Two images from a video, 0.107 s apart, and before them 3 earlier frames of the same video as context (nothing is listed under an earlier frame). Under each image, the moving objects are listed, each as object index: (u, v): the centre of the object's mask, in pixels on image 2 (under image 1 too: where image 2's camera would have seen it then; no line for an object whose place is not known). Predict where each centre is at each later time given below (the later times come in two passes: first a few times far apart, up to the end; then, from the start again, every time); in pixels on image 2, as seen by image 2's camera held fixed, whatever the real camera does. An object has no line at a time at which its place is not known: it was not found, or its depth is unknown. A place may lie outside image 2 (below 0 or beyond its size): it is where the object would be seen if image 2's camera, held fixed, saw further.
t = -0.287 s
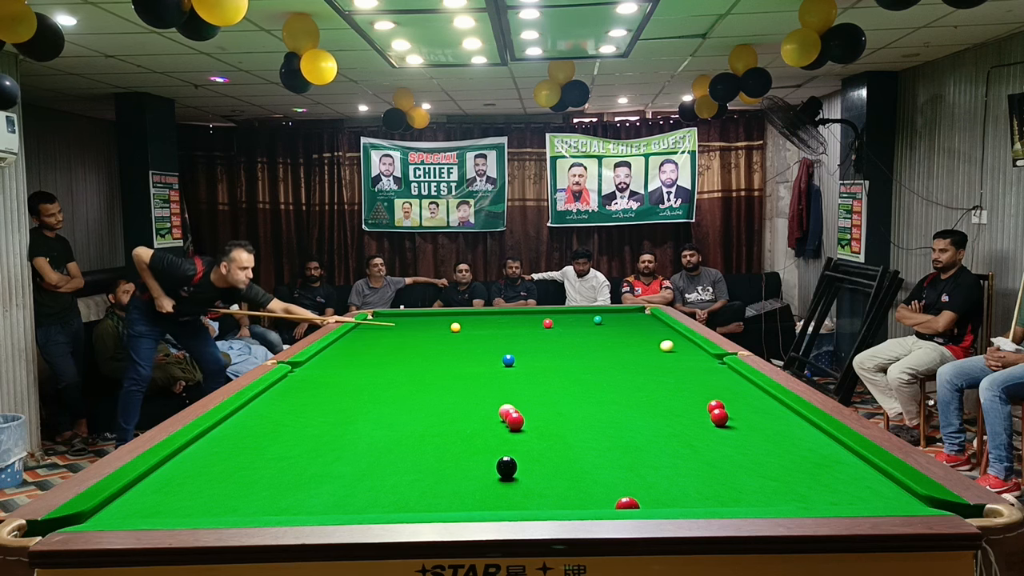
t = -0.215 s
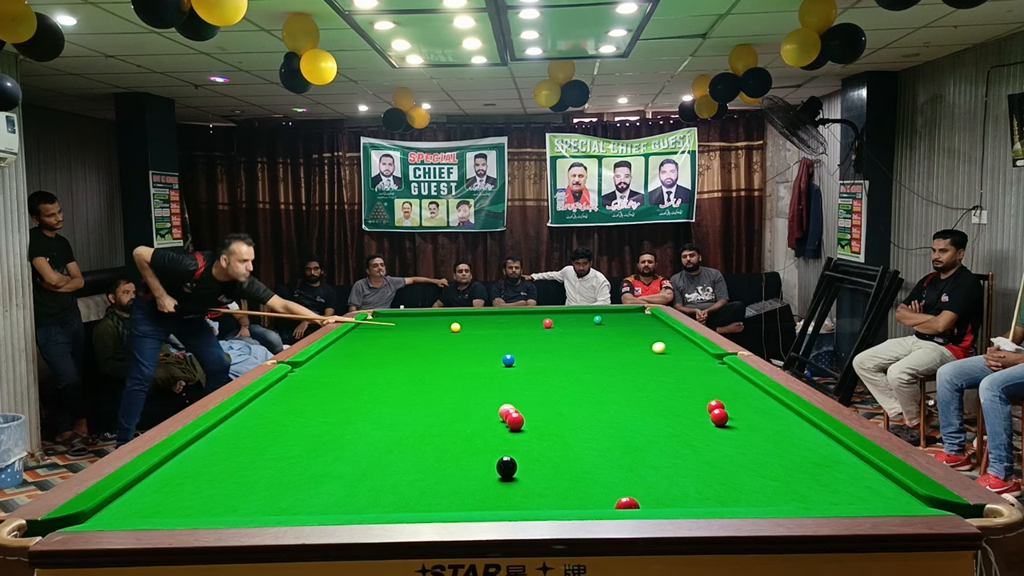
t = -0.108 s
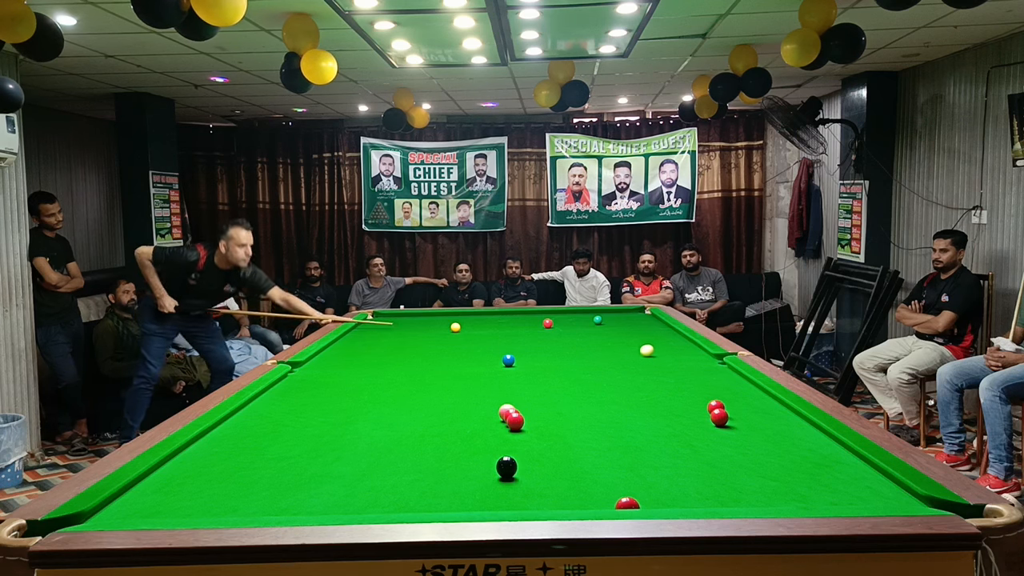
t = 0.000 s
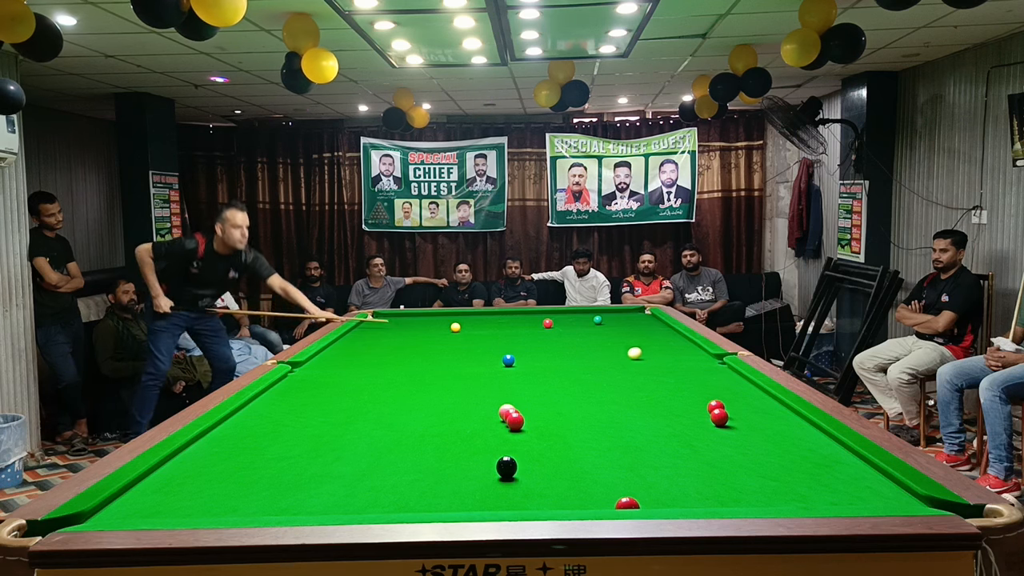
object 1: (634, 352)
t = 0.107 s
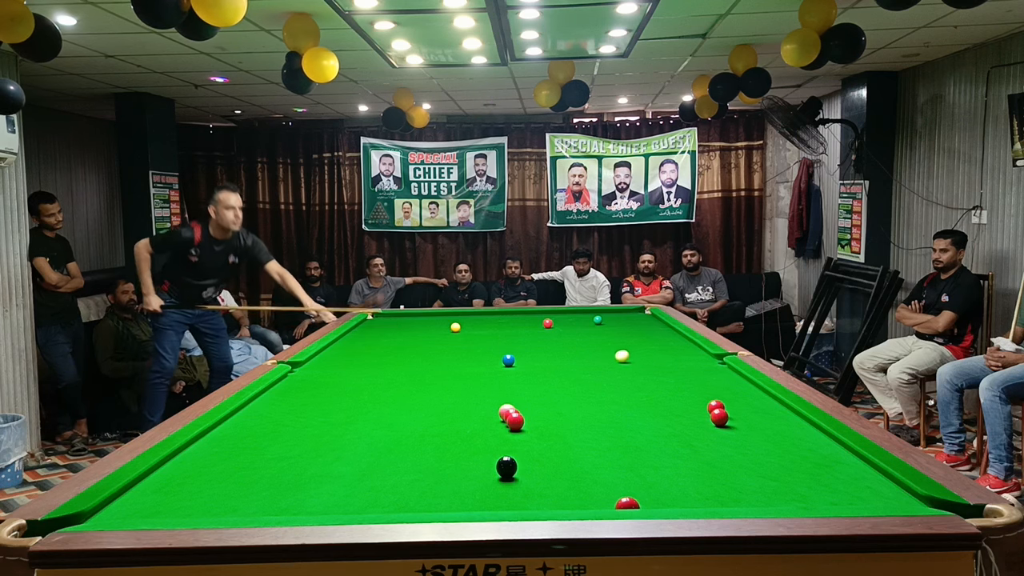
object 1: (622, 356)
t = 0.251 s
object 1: (605, 359)
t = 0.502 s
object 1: (573, 367)
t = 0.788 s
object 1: (534, 376)
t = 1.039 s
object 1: (497, 384)
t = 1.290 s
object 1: (458, 394)
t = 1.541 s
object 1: (417, 404)
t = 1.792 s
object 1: (372, 415)
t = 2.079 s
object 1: (317, 428)
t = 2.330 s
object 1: (264, 441)
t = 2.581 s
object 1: (209, 455)
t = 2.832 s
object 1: (162, 469)
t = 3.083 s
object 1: (171, 479)
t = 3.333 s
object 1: (181, 490)
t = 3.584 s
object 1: (190, 500)
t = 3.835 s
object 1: (199, 509)
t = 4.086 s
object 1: (213, 512)
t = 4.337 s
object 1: (232, 508)
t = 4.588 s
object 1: (247, 505)
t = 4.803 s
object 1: (259, 502)
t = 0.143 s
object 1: (617, 357)
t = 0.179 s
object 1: (613, 357)
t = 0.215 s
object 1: (609, 358)
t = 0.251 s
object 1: (605, 359)
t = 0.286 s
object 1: (600, 361)
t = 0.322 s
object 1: (596, 362)
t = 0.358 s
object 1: (591, 363)
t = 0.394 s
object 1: (586, 364)
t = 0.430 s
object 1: (582, 365)
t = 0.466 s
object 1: (577, 366)
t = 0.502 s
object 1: (573, 367)
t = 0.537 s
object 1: (568, 368)
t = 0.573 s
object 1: (563, 369)
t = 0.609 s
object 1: (559, 370)
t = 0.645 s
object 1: (553, 372)
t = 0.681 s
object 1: (549, 373)
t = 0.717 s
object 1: (544, 373)
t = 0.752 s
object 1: (539, 375)
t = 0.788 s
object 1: (534, 376)
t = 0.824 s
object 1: (529, 377)
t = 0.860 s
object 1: (524, 378)
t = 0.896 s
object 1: (519, 380)
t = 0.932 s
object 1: (513, 381)
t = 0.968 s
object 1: (508, 382)
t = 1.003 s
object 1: (503, 383)
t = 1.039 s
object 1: (497, 384)
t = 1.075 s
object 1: (492, 386)
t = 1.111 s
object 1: (487, 387)
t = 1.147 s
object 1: (481, 388)
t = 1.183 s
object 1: (476, 390)
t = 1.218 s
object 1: (470, 391)
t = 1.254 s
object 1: (464, 392)
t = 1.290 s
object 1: (458, 394)
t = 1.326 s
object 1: (453, 395)
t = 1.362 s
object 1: (447, 396)
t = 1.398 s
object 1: (441, 398)
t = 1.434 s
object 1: (435, 399)
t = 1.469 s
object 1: (429, 400)
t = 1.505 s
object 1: (423, 402)
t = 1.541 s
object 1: (417, 404)
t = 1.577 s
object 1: (411, 405)
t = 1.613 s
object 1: (404, 406)
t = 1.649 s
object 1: (398, 408)
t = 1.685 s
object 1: (392, 410)
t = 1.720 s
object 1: (385, 412)
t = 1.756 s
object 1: (379, 413)
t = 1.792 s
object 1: (372, 415)
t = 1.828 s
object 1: (365, 416)
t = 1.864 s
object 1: (359, 418)
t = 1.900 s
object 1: (351, 420)
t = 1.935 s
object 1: (345, 421)
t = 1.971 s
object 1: (338, 423)
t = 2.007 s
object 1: (331, 425)
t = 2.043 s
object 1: (324, 427)
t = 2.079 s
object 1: (317, 428)
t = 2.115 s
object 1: (309, 430)
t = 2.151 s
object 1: (302, 432)
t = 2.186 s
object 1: (295, 434)
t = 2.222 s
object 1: (287, 436)
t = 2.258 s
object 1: (280, 437)
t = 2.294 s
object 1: (272, 439)
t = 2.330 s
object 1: (264, 441)
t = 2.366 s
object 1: (257, 443)
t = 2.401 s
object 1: (249, 445)
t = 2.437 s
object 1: (241, 447)
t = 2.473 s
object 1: (233, 449)
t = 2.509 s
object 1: (225, 451)
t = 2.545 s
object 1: (217, 453)
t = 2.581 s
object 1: (209, 455)
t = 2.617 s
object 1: (200, 457)
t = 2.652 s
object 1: (192, 459)
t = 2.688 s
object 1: (183, 461)
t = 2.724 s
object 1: (174, 463)
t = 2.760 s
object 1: (166, 465)
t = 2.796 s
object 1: (160, 468)
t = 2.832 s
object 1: (162, 469)
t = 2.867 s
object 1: (164, 471)
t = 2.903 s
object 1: (165, 472)
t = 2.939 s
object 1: (166, 474)
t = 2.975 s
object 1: (167, 475)
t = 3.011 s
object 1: (169, 477)
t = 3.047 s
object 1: (170, 478)
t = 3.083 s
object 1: (171, 479)
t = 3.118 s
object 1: (173, 481)
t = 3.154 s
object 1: (174, 482)
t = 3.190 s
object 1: (175, 484)
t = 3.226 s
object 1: (177, 485)
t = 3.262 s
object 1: (178, 487)
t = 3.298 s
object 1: (179, 488)
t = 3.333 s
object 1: (181, 490)
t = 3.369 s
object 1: (182, 491)
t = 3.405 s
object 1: (183, 493)
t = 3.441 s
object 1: (185, 494)
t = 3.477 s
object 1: (186, 495)
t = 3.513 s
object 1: (187, 497)
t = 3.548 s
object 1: (189, 499)
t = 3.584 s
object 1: (190, 500)
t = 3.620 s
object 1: (191, 501)
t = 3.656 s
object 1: (192, 503)
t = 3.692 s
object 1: (194, 504)
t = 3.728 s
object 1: (195, 506)
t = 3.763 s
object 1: (197, 507)
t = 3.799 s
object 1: (198, 508)
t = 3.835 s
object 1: (199, 509)
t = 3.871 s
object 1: (201, 509)
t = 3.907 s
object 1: (203, 510)
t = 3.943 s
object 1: (204, 511)
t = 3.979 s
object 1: (206, 511)
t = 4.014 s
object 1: (207, 512)
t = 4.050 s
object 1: (210, 512)
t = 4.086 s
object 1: (213, 512)
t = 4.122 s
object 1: (216, 511)
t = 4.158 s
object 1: (219, 510)
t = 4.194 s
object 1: (221, 510)
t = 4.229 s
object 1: (224, 509)
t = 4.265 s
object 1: (226, 509)
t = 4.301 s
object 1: (229, 509)
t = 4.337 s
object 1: (232, 508)
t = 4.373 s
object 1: (234, 508)
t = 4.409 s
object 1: (237, 507)
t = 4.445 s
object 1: (239, 507)
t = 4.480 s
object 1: (241, 506)
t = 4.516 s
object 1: (243, 506)
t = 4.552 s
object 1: (246, 505)
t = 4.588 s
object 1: (247, 505)
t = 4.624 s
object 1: (249, 504)
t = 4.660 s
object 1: (252, 504)
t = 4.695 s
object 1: (254, 503)
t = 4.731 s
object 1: (255, 503)
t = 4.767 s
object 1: (257, 503)
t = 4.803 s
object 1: (259, 502)
